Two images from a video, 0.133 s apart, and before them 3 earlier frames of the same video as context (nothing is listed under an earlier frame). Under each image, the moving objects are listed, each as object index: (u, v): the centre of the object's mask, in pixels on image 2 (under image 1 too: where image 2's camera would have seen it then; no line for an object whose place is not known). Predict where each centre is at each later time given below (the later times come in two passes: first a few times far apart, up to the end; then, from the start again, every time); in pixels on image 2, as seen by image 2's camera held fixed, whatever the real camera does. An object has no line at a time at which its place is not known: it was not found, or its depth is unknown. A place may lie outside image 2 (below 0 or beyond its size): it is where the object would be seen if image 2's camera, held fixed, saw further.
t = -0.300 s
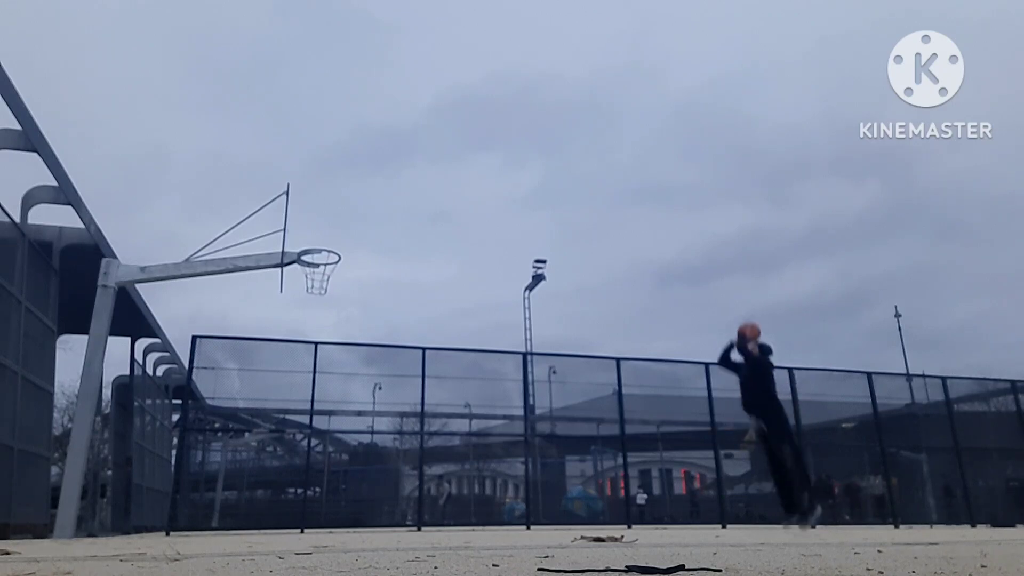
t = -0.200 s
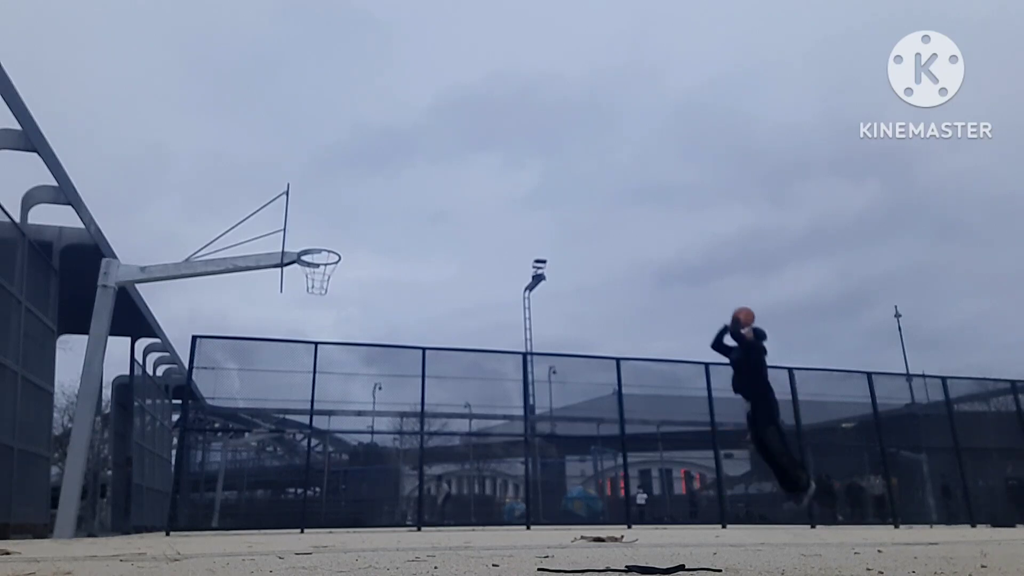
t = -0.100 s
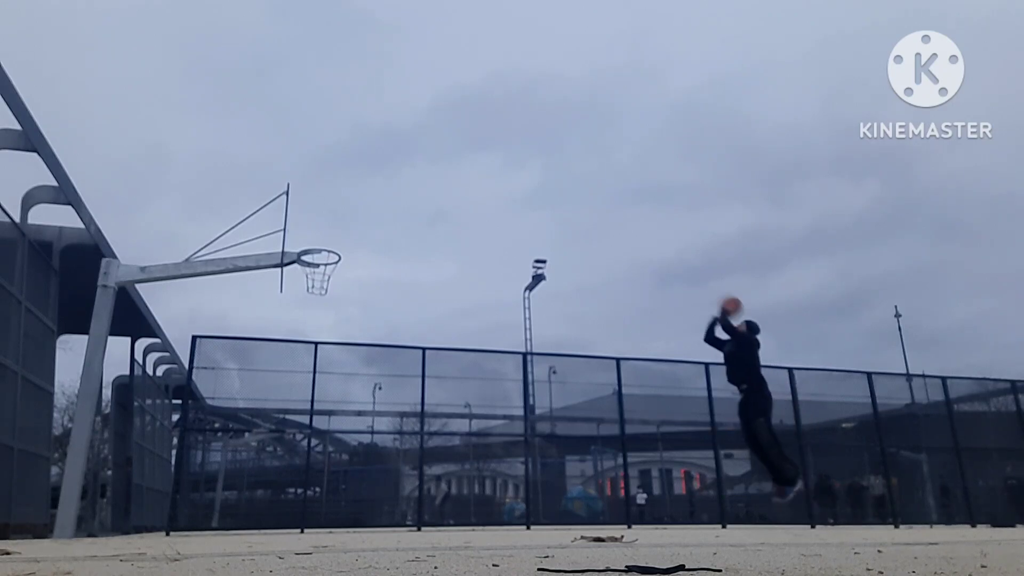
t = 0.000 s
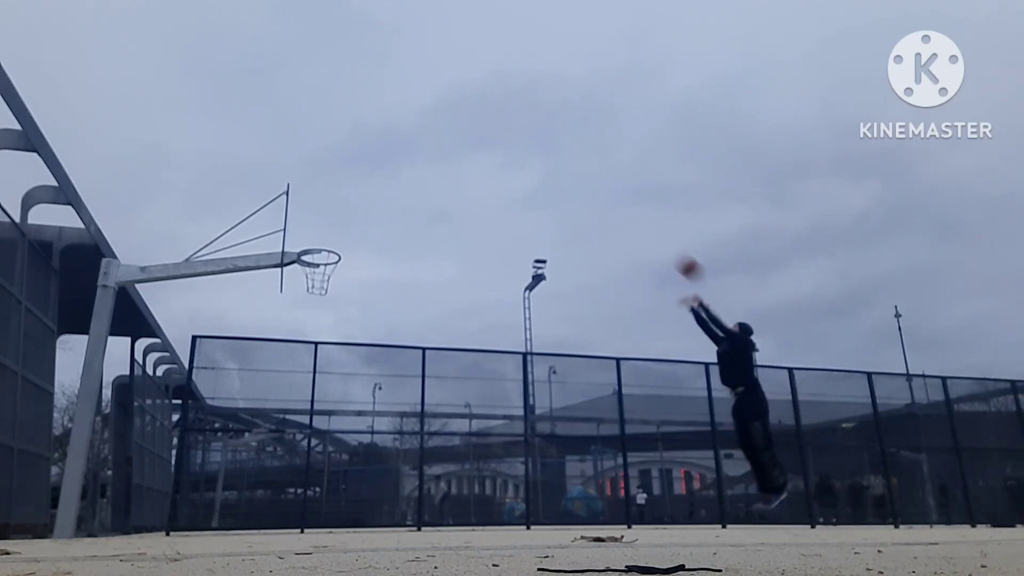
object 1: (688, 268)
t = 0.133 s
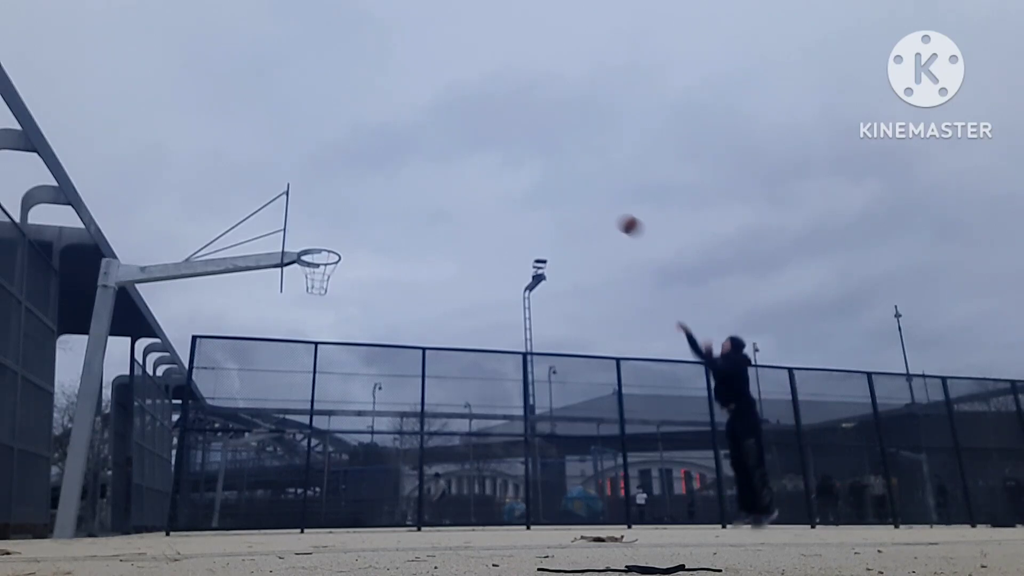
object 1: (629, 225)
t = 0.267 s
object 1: (573, 198)
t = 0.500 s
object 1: (481, 184)
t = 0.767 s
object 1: (375, 218)
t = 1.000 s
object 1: (313, 274)
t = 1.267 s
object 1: (319, 300)
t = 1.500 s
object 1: (319, 364)
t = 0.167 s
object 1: (615, 217)
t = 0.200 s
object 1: (601, 209)
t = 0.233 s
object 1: (587, 203)
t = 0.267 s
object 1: (573, 198)
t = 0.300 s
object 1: (560, 194)
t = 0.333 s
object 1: (546, 190)
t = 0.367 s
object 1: (533, 187)
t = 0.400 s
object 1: (520, 185)
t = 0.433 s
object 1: (507, 184)
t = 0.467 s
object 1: (494, 184)
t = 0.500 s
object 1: (481, 184)
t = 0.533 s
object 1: (468, 185)
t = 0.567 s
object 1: (455, 187)
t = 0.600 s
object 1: (441, 191)
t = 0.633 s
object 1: (428, 195)
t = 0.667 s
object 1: (415, 199)
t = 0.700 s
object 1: (402, 205)
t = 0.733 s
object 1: (389, 211)
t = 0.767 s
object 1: (375, 218)
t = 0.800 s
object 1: (362, 226)
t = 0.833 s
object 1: (349, 235)
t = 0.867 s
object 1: (336, 243)
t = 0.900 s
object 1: (322, 254)
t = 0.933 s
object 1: (308, 266)
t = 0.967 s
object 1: (310, 272)
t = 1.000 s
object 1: (313, 274)
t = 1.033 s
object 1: (314, 275)
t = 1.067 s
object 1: (315, 277)
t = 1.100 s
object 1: (316, 280)
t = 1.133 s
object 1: (317, 283)
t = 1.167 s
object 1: (318, 286)
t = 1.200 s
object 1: (318, 290)
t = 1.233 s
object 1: (319, 294)
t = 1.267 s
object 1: (319, 300)
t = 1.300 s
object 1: (319, 305)
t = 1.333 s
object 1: (320, 312)
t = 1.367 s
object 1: (320, 321)
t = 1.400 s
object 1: (320, 330)
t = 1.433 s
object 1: (319, 340)
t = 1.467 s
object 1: (319, 351)
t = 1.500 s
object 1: (319, 364)
